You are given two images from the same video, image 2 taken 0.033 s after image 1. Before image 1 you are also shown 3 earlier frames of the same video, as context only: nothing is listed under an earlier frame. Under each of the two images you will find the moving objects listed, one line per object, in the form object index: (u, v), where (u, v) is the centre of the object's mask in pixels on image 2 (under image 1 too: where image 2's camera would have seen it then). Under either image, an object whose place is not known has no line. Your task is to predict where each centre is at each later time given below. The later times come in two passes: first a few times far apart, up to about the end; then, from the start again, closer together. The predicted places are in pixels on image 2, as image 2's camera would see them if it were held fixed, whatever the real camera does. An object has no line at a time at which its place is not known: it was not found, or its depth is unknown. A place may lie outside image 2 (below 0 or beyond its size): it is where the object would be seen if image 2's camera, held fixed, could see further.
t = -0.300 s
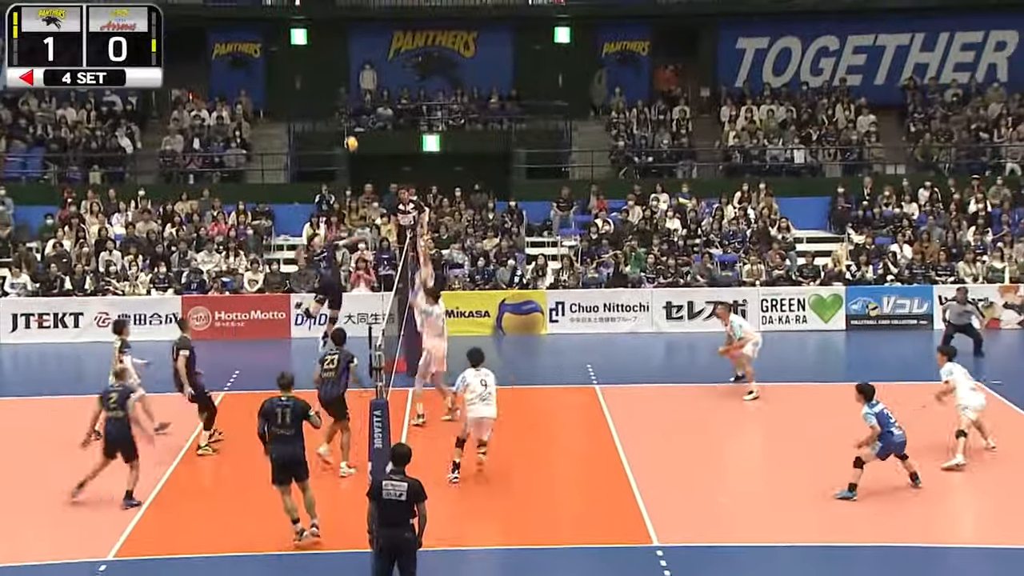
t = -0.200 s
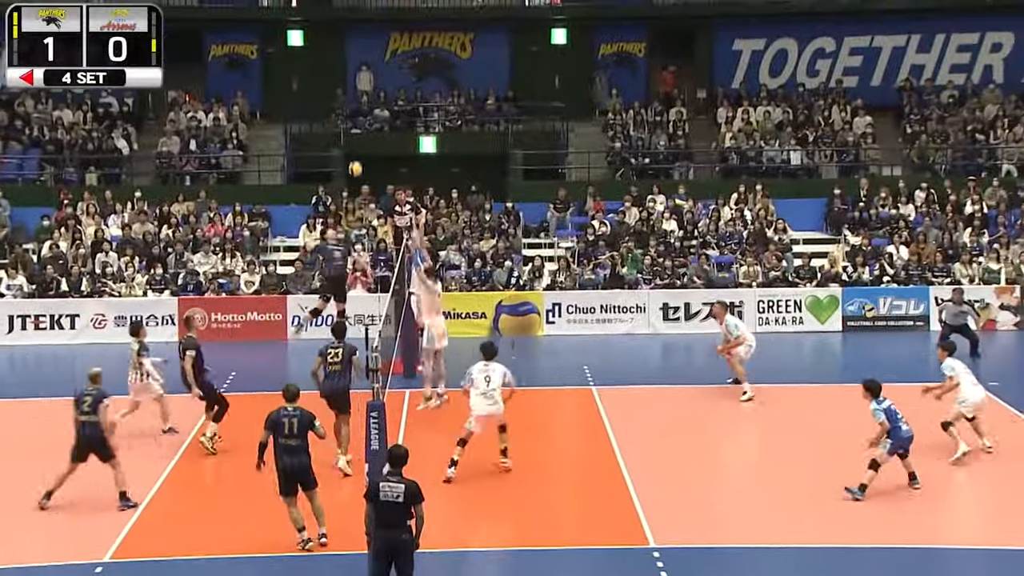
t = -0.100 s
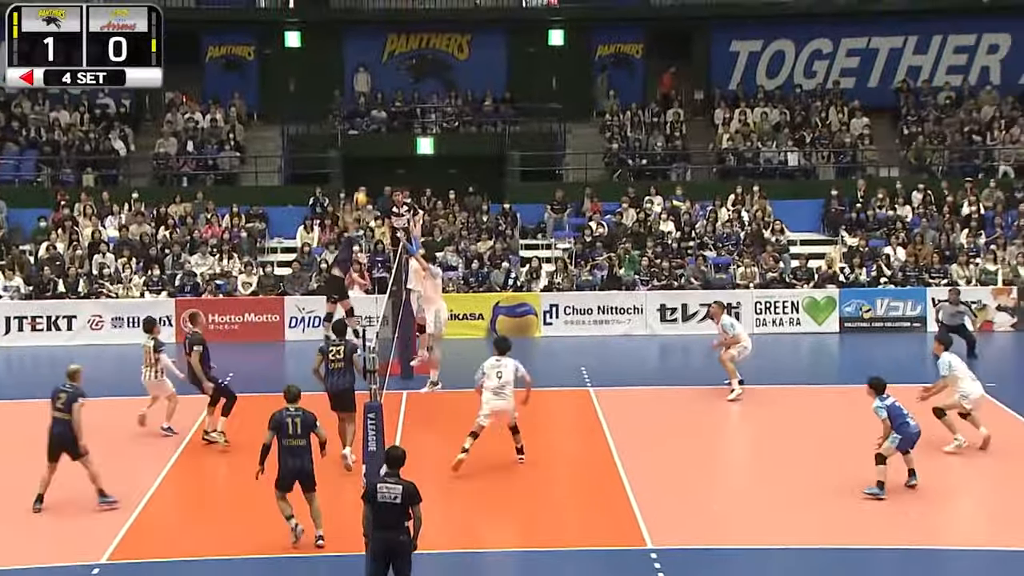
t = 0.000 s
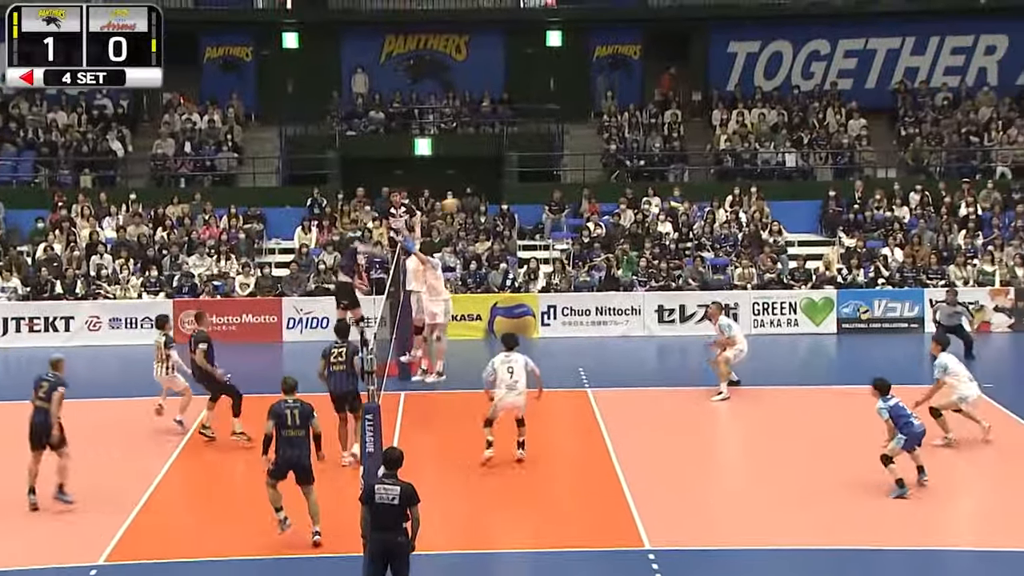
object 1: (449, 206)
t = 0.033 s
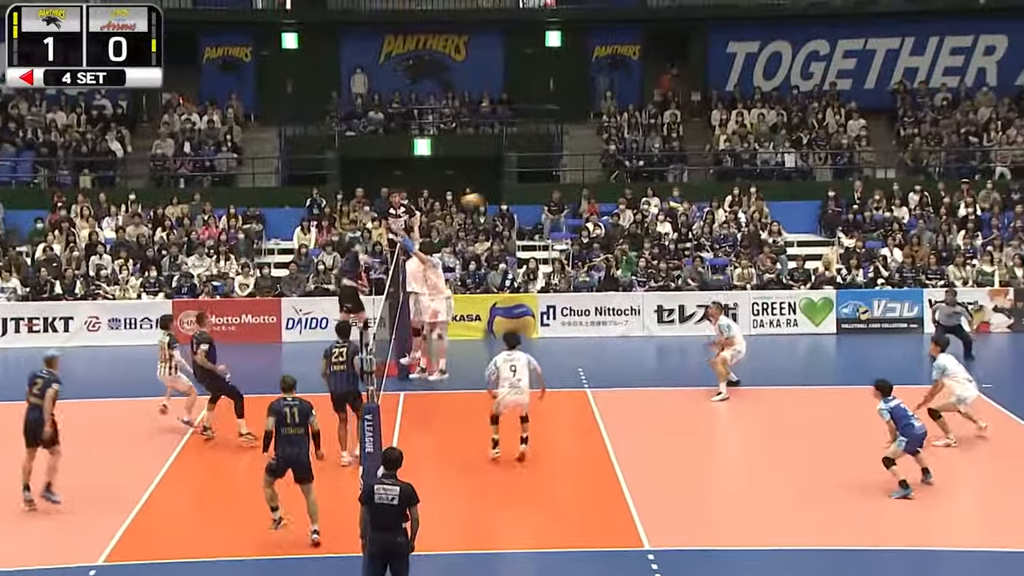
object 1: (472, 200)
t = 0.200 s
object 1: (586, 187)
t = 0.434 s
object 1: (751, 207)
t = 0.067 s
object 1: (495, 196)
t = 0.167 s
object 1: (562, 188)
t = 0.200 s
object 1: (586, 187)
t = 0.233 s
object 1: (609, 187)
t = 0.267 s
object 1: (632, 189)
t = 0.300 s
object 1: (656, 189)
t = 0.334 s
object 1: (679, 193)
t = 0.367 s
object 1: (702, 196)
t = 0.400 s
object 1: (727, 200)
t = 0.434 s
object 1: (751, 207)
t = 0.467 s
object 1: (774, 213)
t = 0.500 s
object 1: (799, 221)
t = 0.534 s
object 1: (822, 230)
